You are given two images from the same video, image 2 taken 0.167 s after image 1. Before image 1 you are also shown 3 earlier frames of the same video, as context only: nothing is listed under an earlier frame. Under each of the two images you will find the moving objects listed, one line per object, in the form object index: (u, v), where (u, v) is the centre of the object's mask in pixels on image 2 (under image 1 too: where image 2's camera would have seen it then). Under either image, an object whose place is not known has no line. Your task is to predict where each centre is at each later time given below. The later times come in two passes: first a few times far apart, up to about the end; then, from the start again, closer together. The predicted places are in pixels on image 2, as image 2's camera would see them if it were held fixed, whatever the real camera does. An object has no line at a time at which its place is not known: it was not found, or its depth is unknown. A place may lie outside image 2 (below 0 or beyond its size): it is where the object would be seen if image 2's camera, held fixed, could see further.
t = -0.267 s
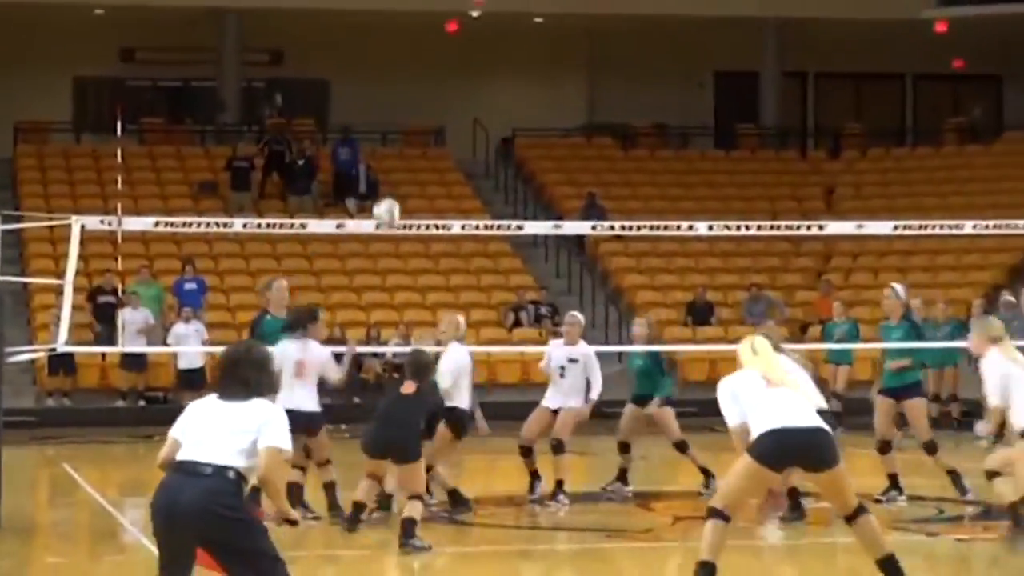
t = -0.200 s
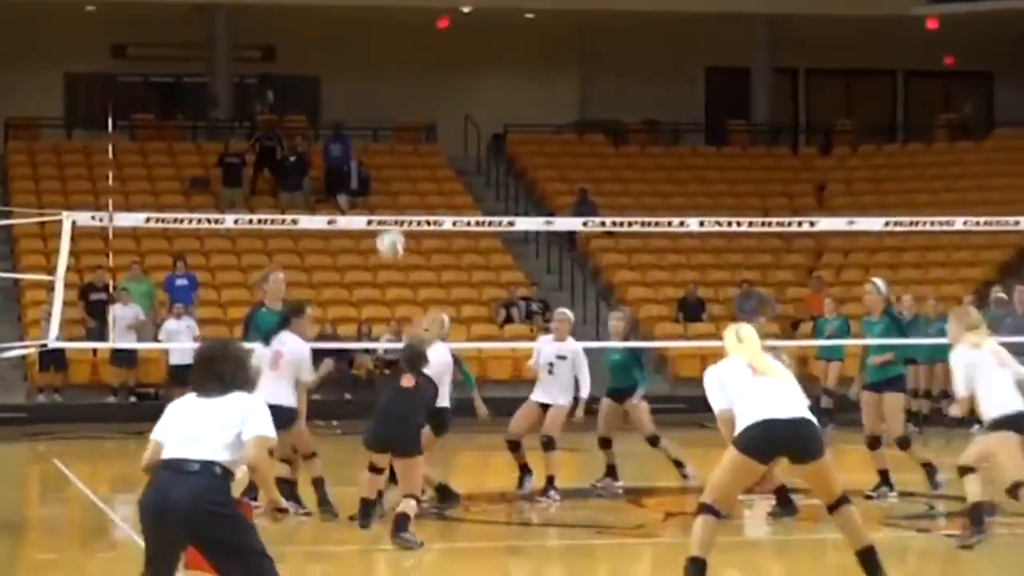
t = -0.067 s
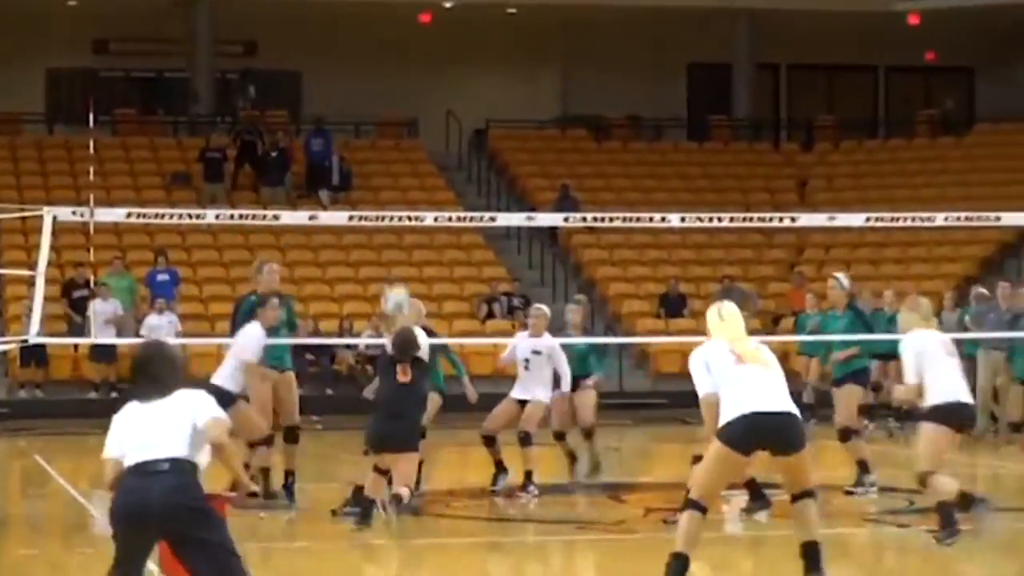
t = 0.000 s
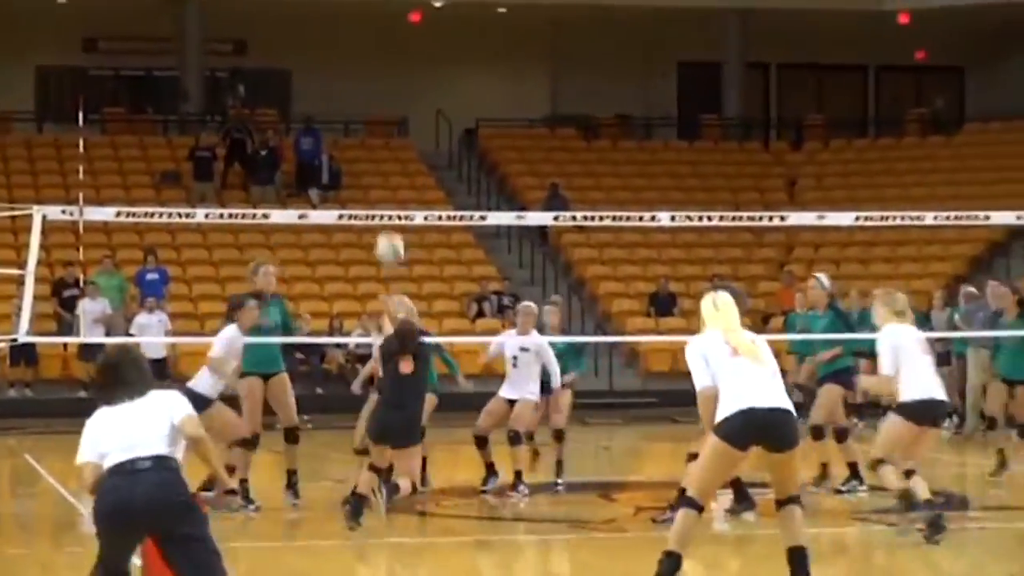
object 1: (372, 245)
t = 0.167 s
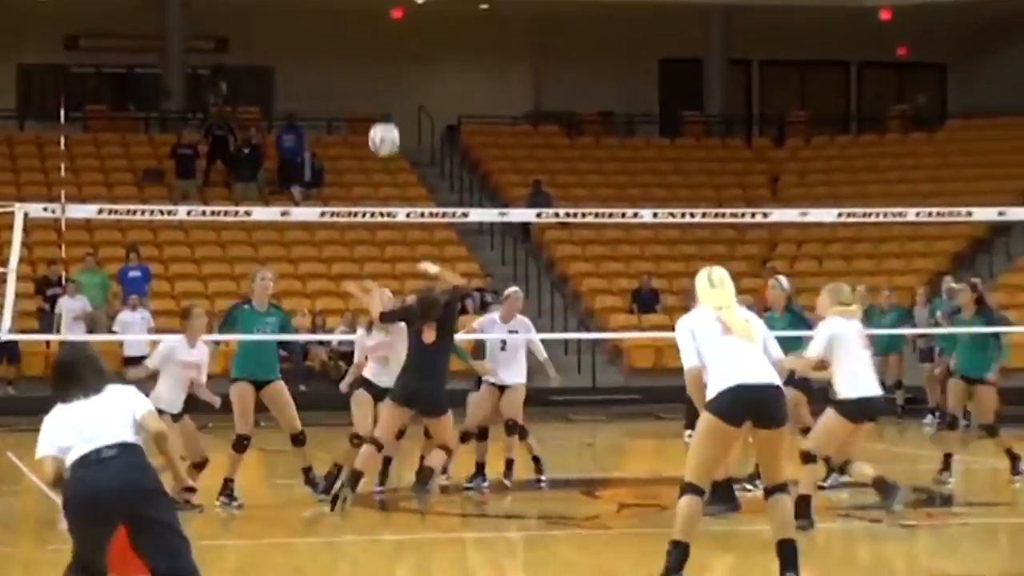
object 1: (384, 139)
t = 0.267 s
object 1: (391, 92)
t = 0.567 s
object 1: (414, 32)
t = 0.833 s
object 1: (438, 90)
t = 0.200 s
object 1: (386, 122)
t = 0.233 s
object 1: (388, 106)
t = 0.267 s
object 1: (391, 92)
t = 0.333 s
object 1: (396, 68)
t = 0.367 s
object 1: (398, 59)
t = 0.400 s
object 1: (401, 50)
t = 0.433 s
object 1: (403, 44)
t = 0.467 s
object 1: (406, 39)
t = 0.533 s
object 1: (411, 33)
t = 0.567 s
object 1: (414, 32)
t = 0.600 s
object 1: (418, 33)
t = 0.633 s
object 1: (420, 36)
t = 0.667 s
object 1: (423, 41)
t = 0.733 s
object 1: (429, 55)
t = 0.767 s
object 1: (433, 65)
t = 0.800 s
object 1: (436, 77)
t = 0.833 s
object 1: (438, 90)
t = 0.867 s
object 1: (442, 106)
